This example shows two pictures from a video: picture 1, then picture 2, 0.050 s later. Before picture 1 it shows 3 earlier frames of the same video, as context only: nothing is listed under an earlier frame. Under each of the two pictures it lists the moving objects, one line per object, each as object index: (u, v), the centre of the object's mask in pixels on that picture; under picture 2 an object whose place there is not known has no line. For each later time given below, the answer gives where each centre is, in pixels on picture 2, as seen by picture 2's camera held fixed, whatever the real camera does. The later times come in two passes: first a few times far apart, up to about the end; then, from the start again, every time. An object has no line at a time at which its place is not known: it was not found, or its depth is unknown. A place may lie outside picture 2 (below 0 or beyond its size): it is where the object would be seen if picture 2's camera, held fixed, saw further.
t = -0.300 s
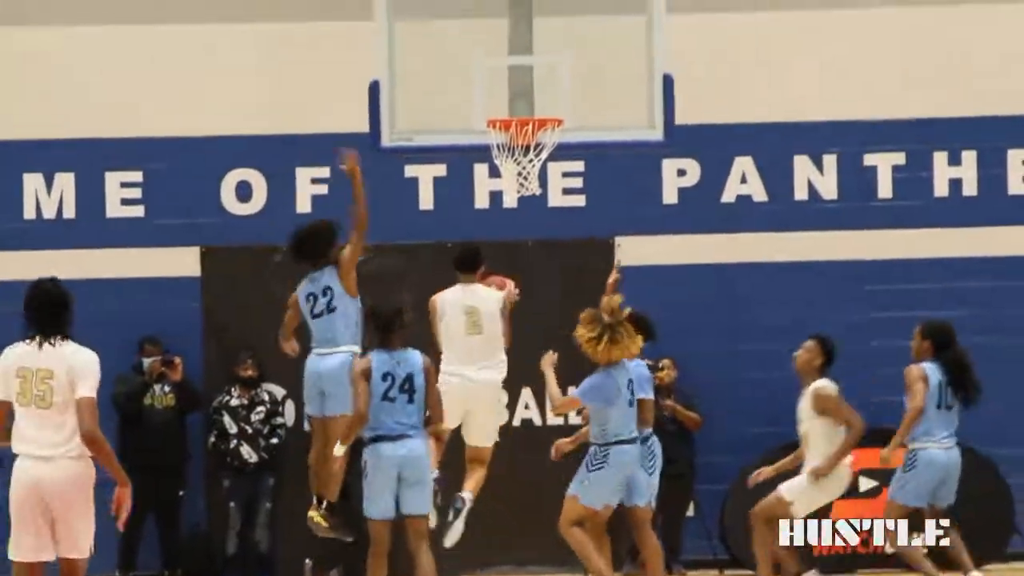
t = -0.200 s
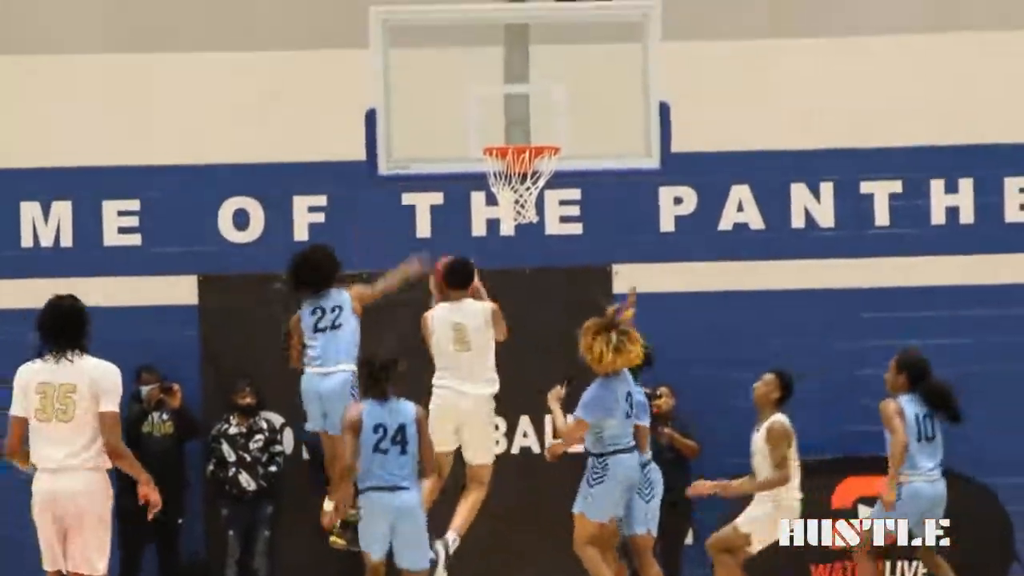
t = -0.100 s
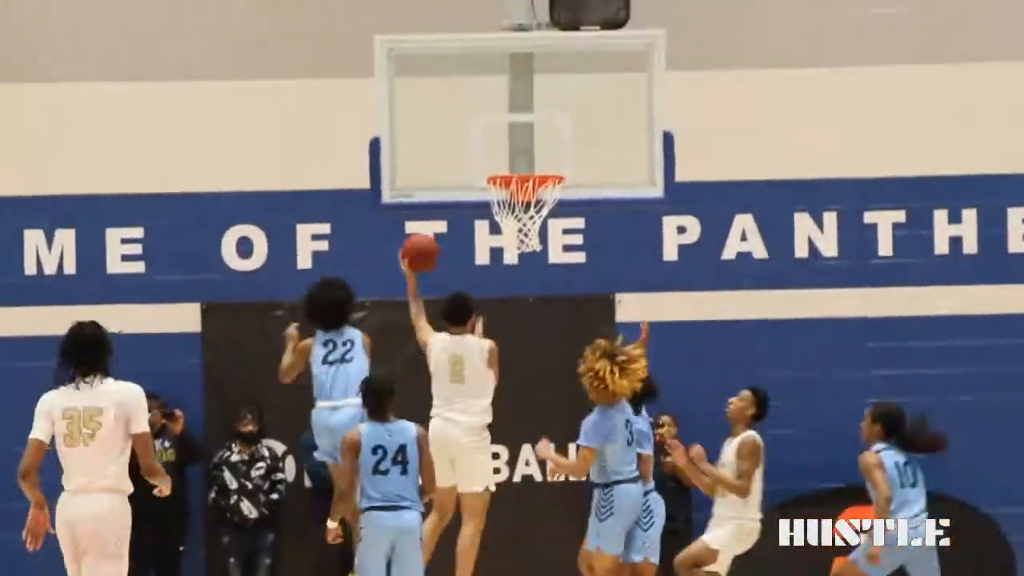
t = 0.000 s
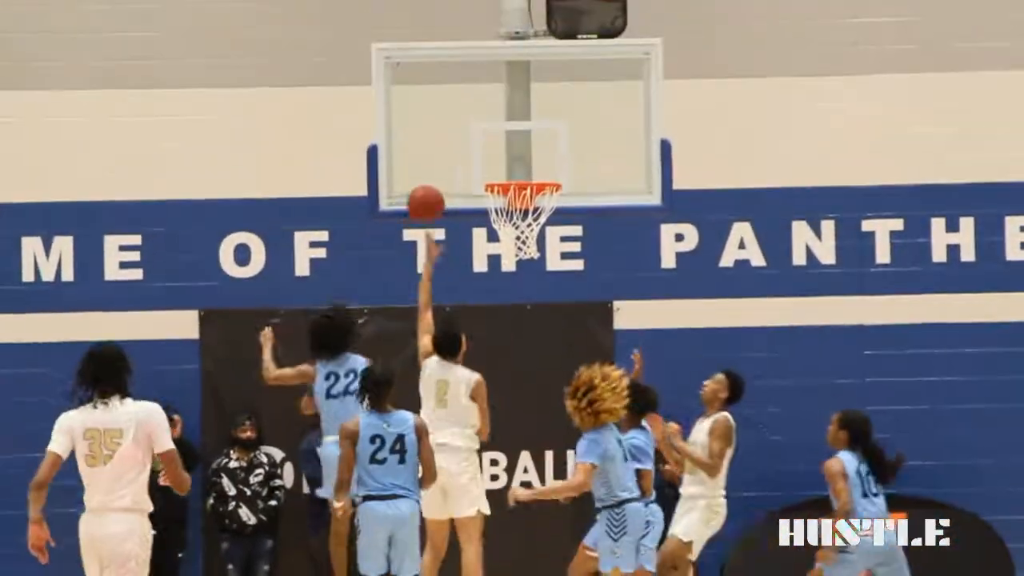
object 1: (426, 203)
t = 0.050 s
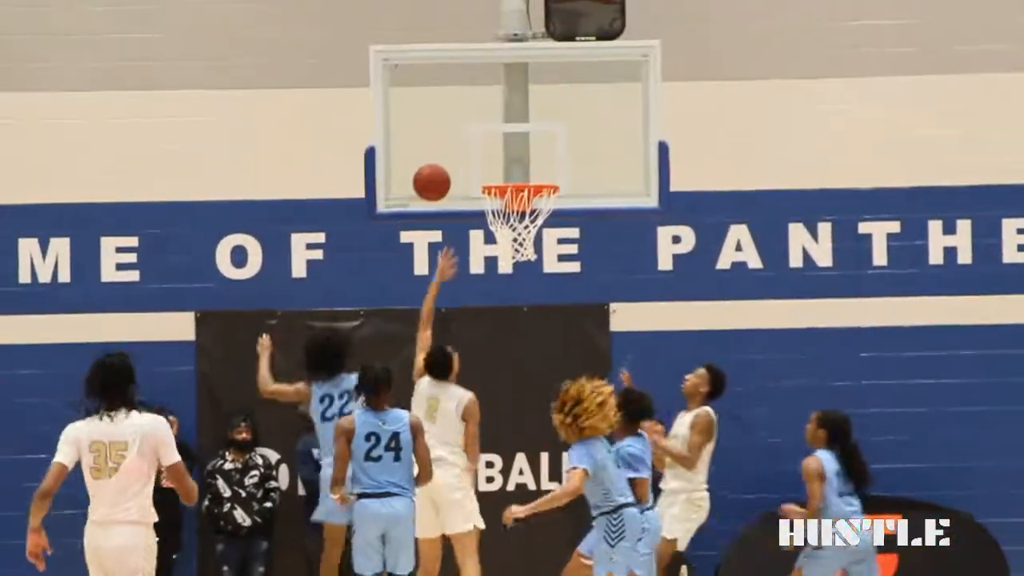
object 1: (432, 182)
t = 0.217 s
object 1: (461, 134)
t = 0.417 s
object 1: (486, 145)
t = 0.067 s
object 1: (435, 175)
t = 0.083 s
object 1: (438, 169)
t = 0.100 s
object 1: (441, 163)
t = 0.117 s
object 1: (444, 157)
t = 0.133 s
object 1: (447, 152)
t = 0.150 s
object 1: (450, 148)
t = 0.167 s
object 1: (453, 143)
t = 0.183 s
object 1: (456, 140)
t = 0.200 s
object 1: (459, 136)
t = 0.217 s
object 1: (461, 134)
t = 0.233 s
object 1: (463, 132)
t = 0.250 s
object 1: (465, 132)
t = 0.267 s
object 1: (467, 131)
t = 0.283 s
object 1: (469, 131)
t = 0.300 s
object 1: (471, 131)
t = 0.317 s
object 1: (473, 132)
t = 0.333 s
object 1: (475, 133)
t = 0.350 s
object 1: (477, 135)
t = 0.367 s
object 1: (479, 137)
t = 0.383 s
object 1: (482, 139)
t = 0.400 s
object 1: (483, 142)
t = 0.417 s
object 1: (486, 145)
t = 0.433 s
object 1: (488, 149)
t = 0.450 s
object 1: (490, 154)
